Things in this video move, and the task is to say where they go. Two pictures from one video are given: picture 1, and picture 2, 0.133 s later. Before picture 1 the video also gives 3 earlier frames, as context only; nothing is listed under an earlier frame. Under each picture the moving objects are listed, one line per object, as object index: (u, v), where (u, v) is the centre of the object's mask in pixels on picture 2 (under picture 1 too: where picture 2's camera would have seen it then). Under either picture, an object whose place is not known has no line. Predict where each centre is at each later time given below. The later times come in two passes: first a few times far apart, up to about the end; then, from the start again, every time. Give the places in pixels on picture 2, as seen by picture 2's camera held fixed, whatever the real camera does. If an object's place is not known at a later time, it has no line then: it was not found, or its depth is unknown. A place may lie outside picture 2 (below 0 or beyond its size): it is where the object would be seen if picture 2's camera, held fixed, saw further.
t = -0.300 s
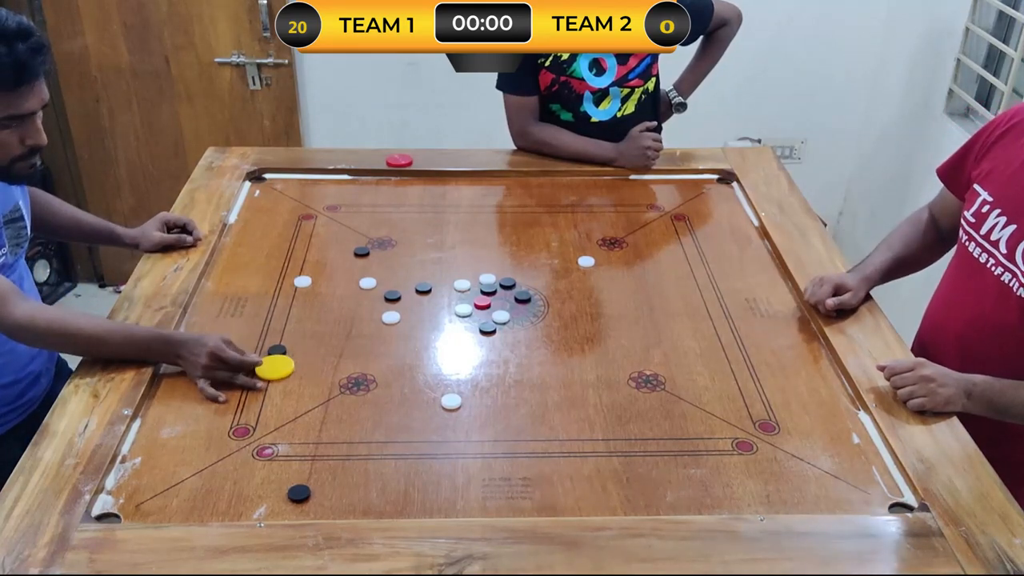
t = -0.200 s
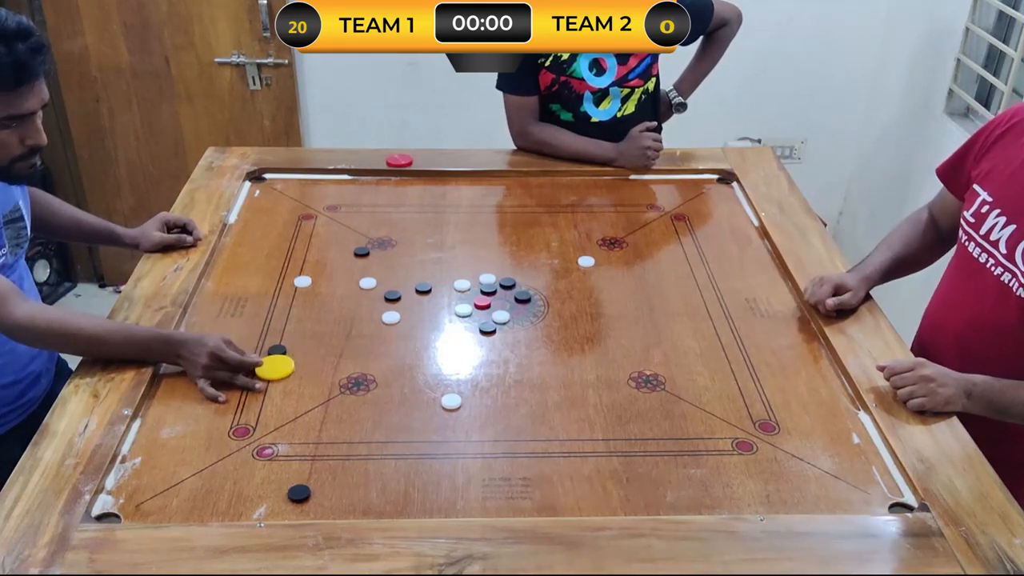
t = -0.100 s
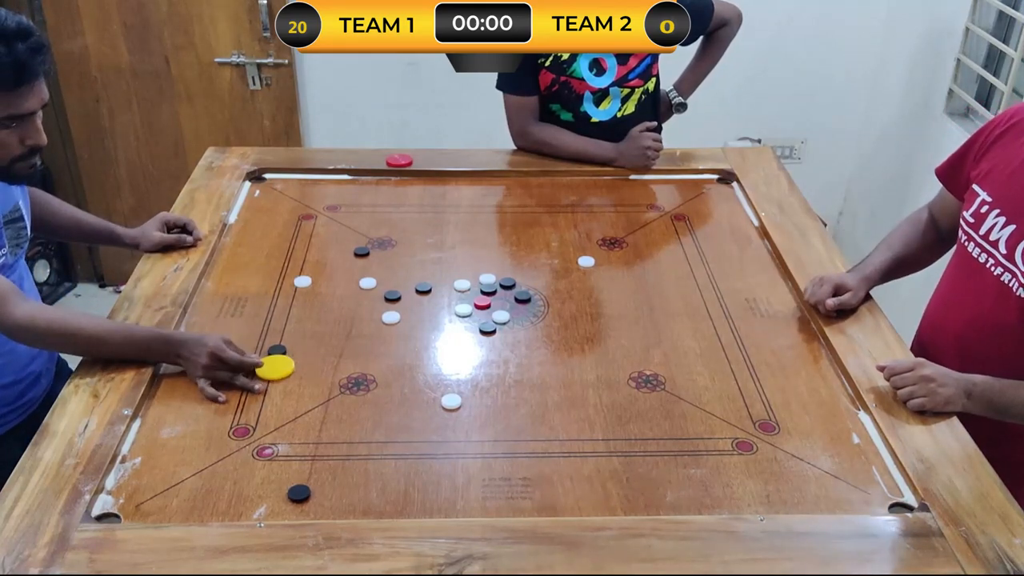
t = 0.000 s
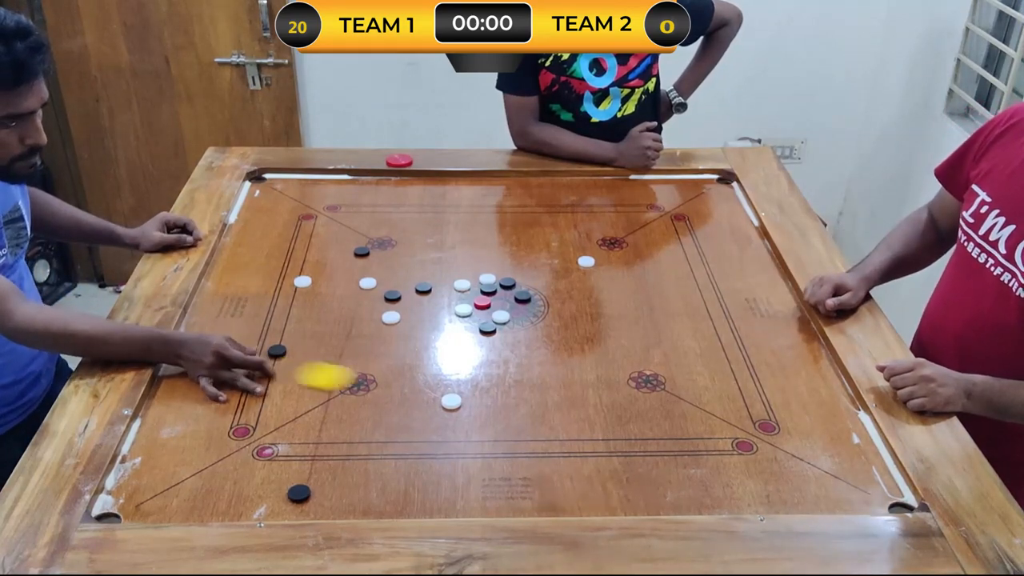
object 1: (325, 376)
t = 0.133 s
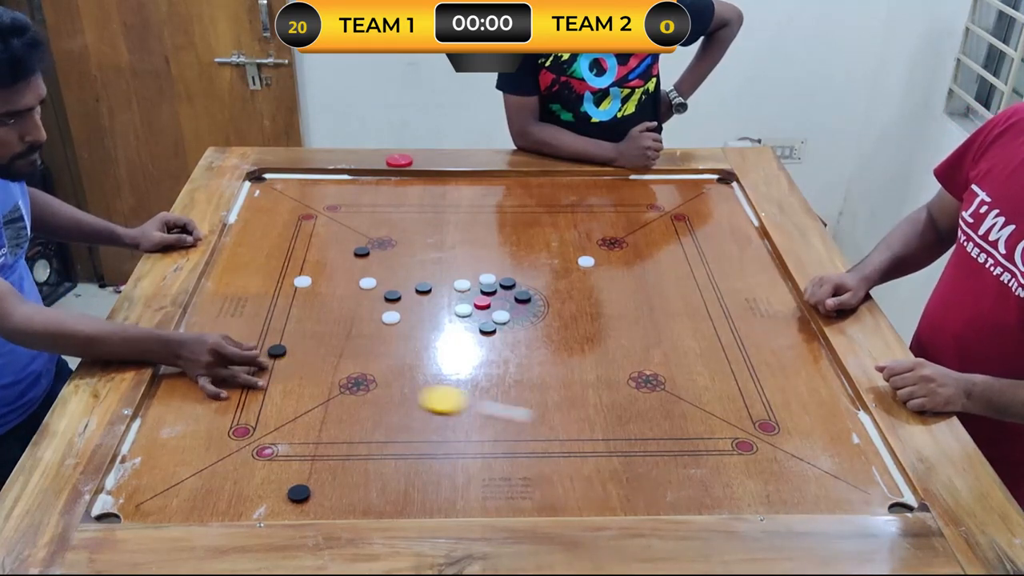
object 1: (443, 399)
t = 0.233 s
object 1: (502, 411)
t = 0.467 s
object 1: (619, 432)
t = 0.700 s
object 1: (708, 449)
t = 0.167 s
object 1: (463, 403)
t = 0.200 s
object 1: (484, 407)
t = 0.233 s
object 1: (502, 411)
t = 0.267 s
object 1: (520, 414)
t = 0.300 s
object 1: (538, 417)
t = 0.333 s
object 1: (555, 421)
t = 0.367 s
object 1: (572, 424)
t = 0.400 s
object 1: (588, 427)
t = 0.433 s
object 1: (604, 430)
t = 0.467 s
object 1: (619, 432)
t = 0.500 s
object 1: (634, 435)
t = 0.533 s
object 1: (647, 438)
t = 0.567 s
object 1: (661, 440)
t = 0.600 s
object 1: (673, 443)
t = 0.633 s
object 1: (686, 445)
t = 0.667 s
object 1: (697, 447)
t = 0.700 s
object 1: (708, 449)
